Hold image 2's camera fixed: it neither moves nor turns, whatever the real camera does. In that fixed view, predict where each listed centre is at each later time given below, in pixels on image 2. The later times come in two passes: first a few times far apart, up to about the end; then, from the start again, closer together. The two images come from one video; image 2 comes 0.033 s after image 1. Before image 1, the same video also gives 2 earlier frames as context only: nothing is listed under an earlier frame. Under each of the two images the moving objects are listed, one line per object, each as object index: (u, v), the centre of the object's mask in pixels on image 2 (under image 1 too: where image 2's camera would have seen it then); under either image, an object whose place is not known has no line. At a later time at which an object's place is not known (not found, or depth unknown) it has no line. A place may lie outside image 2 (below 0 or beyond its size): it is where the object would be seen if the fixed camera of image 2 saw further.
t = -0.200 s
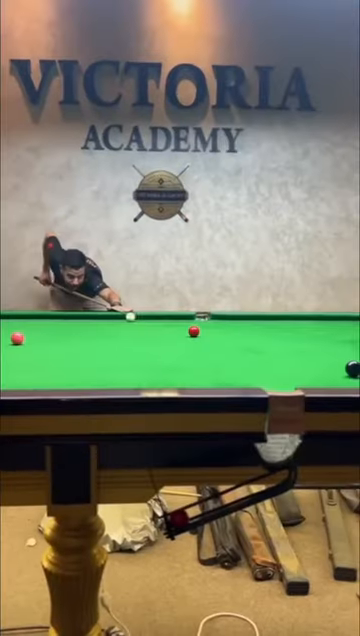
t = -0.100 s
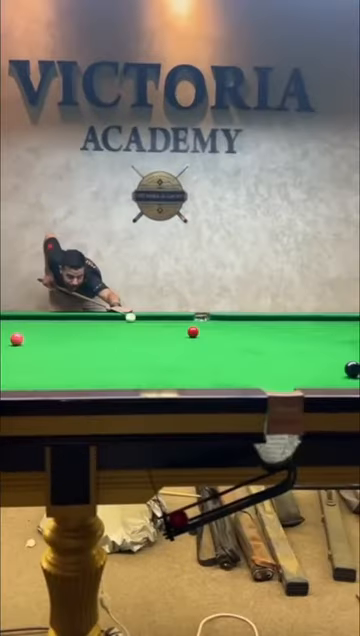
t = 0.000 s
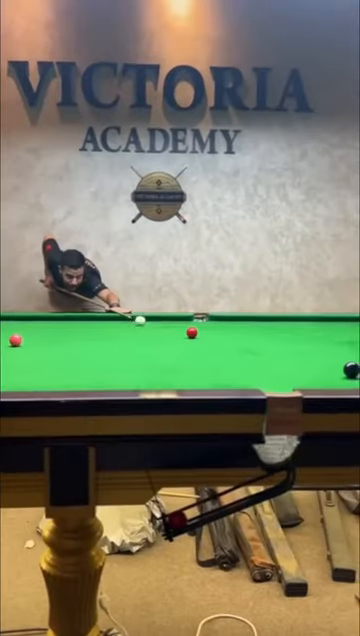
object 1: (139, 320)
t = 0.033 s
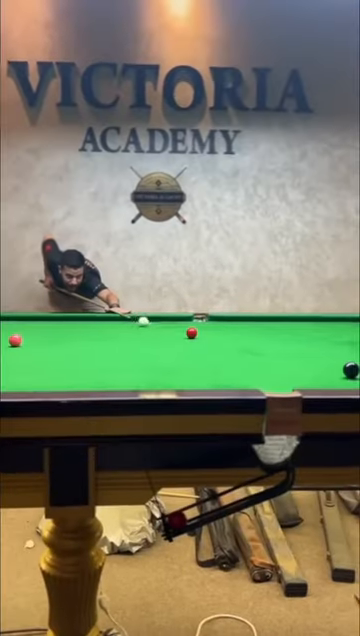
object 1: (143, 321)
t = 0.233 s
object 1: (166, 326)
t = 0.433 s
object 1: (188, 328)
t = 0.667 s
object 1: (213, 332)
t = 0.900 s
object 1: (236, 333)
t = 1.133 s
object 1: (258, 335)
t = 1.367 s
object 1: (279, 336)
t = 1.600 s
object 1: (300, 337)
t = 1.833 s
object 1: (320, 338)
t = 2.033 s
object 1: (336, 339)
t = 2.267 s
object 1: (355, 340)
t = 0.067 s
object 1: (146, 322)
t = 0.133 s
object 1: (154, 324)
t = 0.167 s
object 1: (158, 324)
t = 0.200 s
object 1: (162, 325)
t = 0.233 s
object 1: (166, 326)
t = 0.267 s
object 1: (170, 327)
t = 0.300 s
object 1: (174, 328)
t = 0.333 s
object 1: (178, 329)
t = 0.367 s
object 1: (182, 329)
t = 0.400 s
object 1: (184, 330)
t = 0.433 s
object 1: (188, 328)
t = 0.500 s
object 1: (197, 328)
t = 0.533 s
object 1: (201, 329)
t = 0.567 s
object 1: (205, 331)
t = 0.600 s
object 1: (207, 331)
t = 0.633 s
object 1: (210, 332)
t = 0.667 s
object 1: (213, 332)
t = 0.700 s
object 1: (216, 332)
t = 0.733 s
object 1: (220, 332)
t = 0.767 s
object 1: (223, 333)
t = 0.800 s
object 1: (226, 333)
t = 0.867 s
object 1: (233, 333)
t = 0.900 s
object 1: (236, 333)
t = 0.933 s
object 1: (239, 333)
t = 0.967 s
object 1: (242, 334)
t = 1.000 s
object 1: (245, 334)
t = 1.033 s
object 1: (248, 334)
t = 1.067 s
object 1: (252, 334)
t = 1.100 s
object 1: (255, 335)
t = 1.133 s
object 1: (258, 335)
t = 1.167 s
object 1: (261, 335)
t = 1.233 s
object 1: (267, 335)
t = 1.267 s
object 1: (270, 335)
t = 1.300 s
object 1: (273, 336)
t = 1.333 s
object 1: (276, 336)
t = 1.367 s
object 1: (279, 336)
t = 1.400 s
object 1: (282, 336)
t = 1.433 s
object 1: (285, 336)
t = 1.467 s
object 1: (288, 336)
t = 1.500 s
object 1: (291, 337)
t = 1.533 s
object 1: (294, 337)
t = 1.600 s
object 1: (300, 337)
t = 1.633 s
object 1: (303, 337)
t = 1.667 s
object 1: (306, 338)
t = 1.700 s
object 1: (308, 338)
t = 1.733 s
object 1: (311, 338)
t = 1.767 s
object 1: (314, 338)
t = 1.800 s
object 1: (317, 338)
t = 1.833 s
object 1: (320, 338)
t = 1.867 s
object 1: (322, 339)
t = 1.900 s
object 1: (325, 339)
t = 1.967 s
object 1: (331, 339)
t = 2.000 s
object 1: (334, 339)
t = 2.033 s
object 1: (336, 339)
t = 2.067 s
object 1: (339, 340)
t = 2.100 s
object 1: (342, 340)
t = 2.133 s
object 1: (344, 340)
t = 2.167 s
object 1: (347, 340)
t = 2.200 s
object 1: (350, 340)
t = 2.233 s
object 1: (352, 340)
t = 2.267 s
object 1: (355, 340)
